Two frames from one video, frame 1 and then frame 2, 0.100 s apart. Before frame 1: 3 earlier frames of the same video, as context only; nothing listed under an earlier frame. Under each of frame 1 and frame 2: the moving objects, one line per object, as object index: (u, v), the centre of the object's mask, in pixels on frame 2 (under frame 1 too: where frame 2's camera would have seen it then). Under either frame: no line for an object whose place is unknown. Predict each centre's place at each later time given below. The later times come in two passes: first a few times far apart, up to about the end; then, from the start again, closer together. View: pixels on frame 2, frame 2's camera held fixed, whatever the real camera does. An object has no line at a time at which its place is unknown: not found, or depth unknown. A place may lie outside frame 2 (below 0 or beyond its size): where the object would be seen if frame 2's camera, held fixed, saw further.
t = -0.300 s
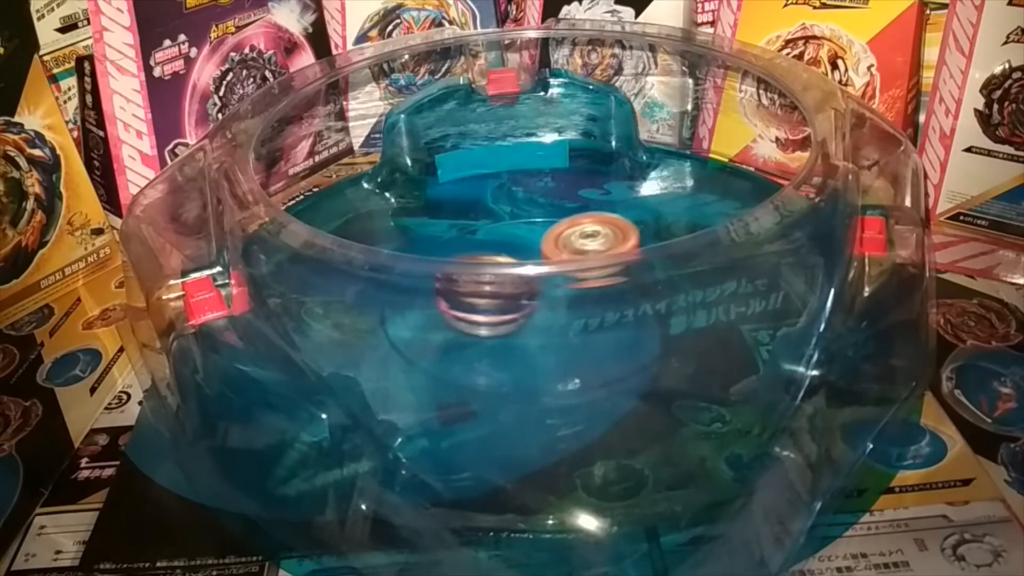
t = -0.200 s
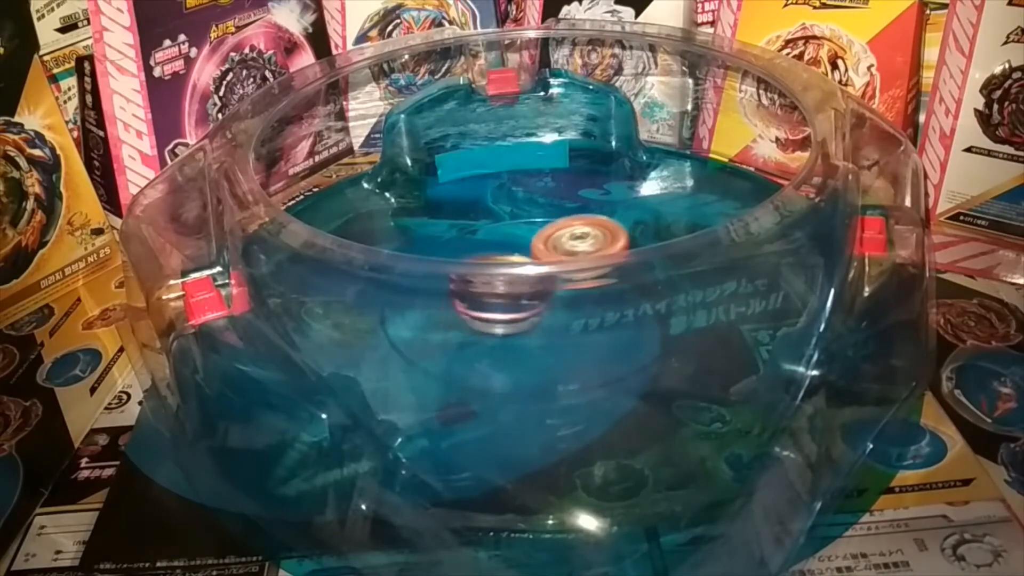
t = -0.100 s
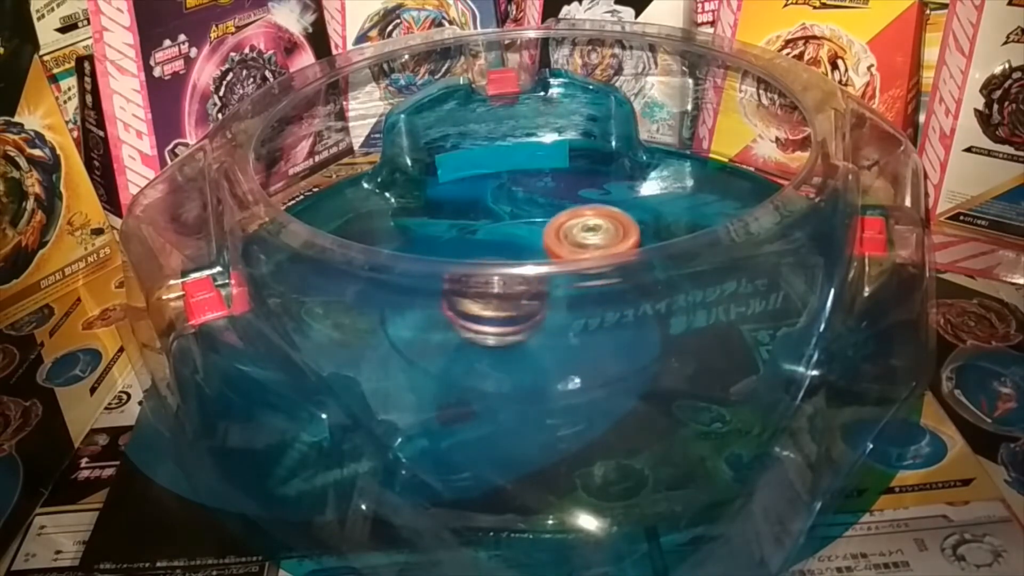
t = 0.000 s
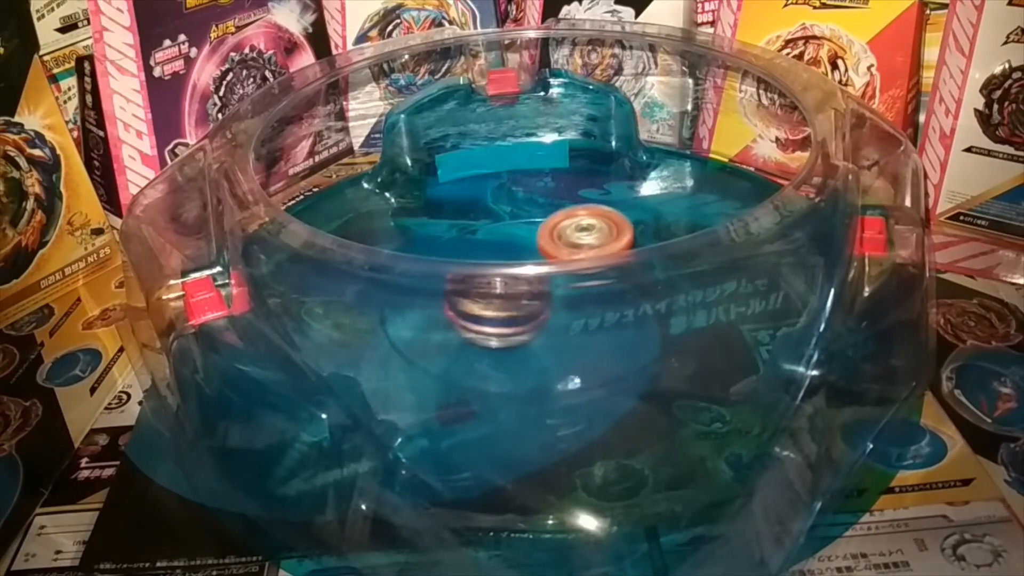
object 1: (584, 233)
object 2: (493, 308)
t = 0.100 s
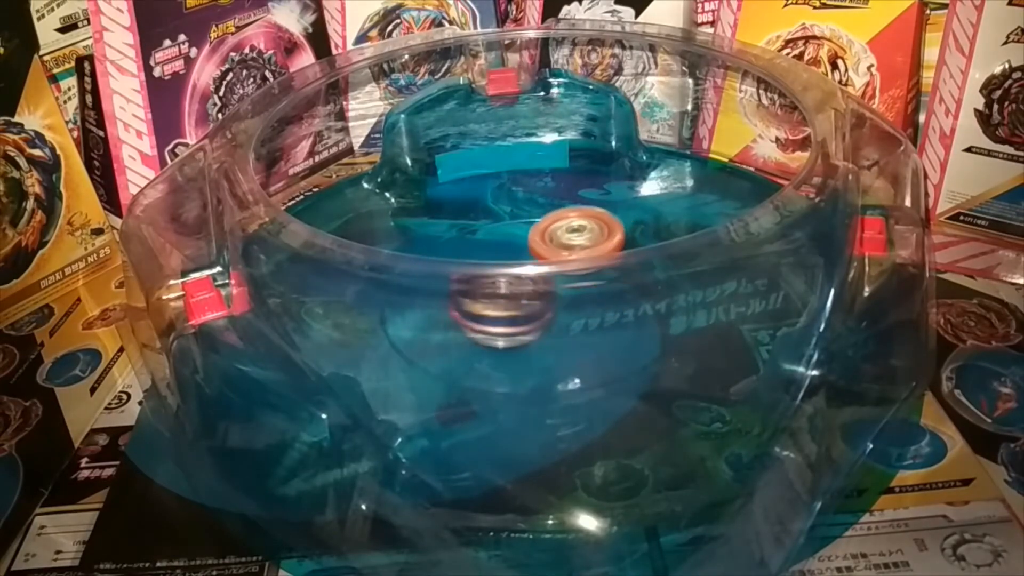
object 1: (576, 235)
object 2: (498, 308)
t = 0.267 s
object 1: (560, 238)
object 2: (511, 308)
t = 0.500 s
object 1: (548, 235)
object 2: (521, 312)
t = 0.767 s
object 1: (527, 238)
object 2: (541, 309)
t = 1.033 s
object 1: (507, 236)
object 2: (559, 310)
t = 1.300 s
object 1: (499, 241)
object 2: (561, 305)
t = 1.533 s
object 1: (488, 241)
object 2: (580, 301)
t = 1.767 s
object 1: (484, 255)
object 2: (578, 300)
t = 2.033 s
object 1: (481, 262)
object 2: (581, 296)
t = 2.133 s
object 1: (474, 261)
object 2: (591, 294)
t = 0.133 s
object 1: (573, 235)
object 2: (500, 309)
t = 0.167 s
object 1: (570, 236)
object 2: (502, 309)
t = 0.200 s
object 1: (566, 237)
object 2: (505, 308)
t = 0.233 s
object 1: (563, 238)
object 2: (509, 308)
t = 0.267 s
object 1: (560, 238)
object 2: (511, 308)
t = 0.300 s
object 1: (560, 236)
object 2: (513, 311)
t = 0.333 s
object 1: (561, 234)
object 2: (515, 313)
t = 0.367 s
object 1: (559, 235)
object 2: (517, 313)
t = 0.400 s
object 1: (556, 234)
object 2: (518, 313)
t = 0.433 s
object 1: (553, 235)
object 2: (520, 313)
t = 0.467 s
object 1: (551, 235)
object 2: (521, 313)
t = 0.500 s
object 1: (548, 235)
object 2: (521, 312)
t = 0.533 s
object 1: (545, 236)
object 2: (523, 311)
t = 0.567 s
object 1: (542, 237)
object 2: (524, 311)
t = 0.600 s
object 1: (538, 237)
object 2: (526, 311)
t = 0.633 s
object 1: (536, 238)
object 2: (528, 310)
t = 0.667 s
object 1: (533, 239)
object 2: (531, 310)
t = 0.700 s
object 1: (531, 237)
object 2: (535, 310)
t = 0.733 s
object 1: (529, 237)
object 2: (538, 310)
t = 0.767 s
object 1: (527, 238)
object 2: (541, 309)
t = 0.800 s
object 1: (524, 239)
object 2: (543, 309)
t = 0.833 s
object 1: (522, 240)
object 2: (544, 308)
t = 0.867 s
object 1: (519, 239)
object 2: (546, 308)
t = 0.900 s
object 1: (516, 237)
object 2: (552, 310)
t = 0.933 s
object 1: (514, 236)
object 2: (555, 310)
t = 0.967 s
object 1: (511, 236)
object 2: (557, 310)
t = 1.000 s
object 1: (509, 236)
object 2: (559, 310)
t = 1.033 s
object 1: (507, 236)
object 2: (559, 310)
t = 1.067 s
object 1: (505, 237)
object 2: (560, 309)
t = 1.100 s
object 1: (503, 237)
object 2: (561, 309)
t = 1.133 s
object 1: (502, 238)
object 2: (562, 308)
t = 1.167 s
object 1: (501, 238)
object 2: (562, 308)
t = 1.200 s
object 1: (500, 239)
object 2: (562, 307)
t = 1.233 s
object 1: (500, 240)
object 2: (561, 306)
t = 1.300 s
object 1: (499, 241)
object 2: (561, 305)
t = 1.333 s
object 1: (499, 241)
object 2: (561, 304)
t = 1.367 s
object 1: (497, 242)
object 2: (563, 303)
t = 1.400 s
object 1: (496, 242)
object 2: (565, 302)
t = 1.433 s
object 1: (496, 242)
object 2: (566, 302)
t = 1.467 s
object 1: (491, 242)
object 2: (574, 302)
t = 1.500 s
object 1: (489, 241)
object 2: (579, 301)
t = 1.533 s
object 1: (488, 241)
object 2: (580, 301)
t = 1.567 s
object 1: (487, 242)
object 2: (581, 301)
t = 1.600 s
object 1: (486, 242)
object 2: (581, 301)
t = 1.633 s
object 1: (484, 251)
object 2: (581, 301)
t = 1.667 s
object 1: (485, 250)
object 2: (581, 300)
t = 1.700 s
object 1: (484, 252)
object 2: (581, 300)
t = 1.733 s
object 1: (484, 253)
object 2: (580, 300)
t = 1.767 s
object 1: (484, 255)
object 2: (578, 300)
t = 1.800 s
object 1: (485, 256)
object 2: (577, 299)
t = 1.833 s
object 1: (485, 258)
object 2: (576, 299)
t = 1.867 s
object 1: (483, 259)
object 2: (580, 297)
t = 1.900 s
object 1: (482, 259)
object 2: (580, 297)
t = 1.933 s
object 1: (482, 261)
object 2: (580, 297)
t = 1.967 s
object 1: (482, 262)
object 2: (580, 297)
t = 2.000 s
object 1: (482, 262)
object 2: (580, 297)
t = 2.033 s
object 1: (481, 262)
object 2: (581, 296)
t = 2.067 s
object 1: (479, 262)
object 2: (586, 296)
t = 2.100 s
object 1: (475, 262)
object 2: (591, 295)
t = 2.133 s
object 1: (474, 261)
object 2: (591, 294)
